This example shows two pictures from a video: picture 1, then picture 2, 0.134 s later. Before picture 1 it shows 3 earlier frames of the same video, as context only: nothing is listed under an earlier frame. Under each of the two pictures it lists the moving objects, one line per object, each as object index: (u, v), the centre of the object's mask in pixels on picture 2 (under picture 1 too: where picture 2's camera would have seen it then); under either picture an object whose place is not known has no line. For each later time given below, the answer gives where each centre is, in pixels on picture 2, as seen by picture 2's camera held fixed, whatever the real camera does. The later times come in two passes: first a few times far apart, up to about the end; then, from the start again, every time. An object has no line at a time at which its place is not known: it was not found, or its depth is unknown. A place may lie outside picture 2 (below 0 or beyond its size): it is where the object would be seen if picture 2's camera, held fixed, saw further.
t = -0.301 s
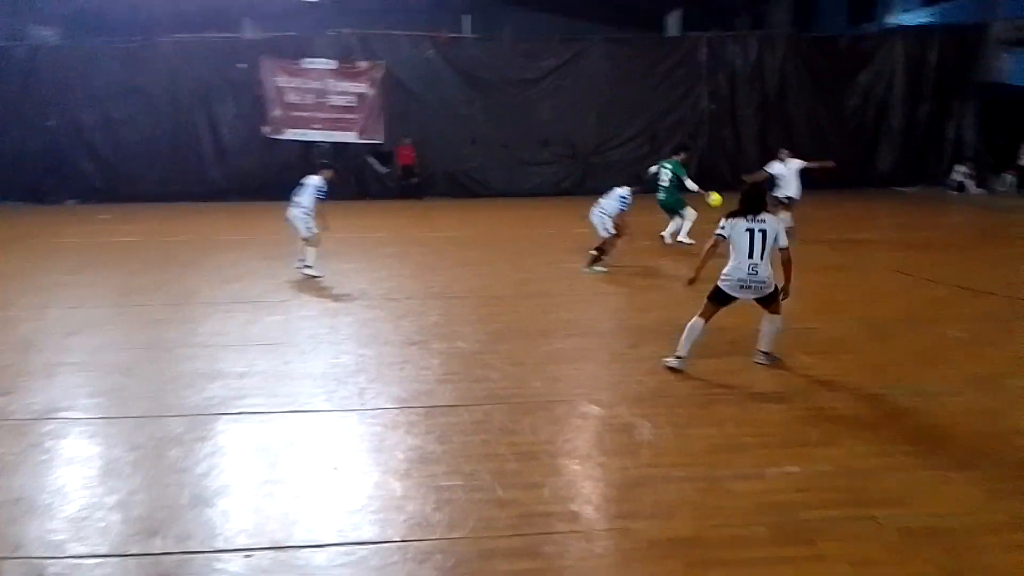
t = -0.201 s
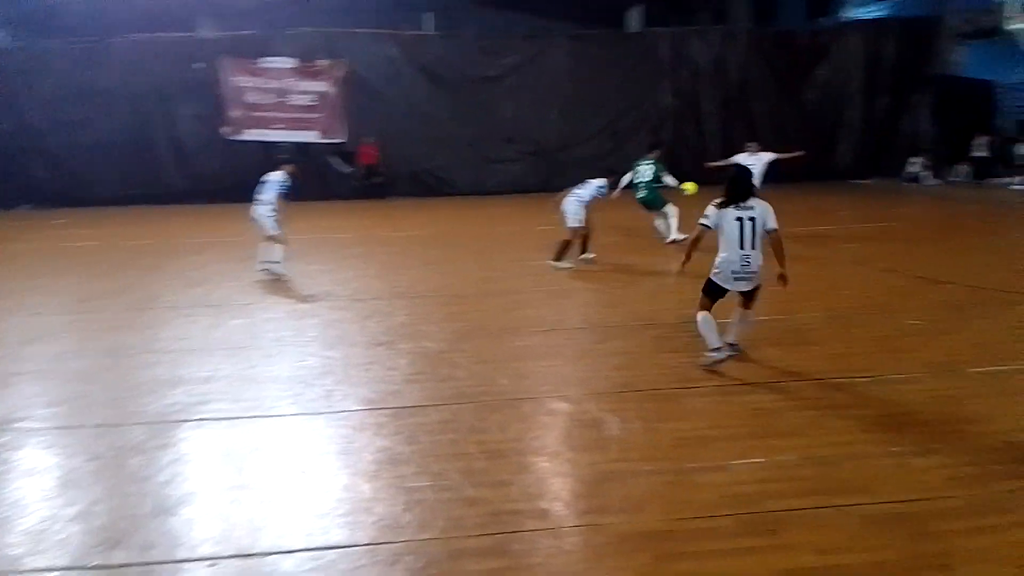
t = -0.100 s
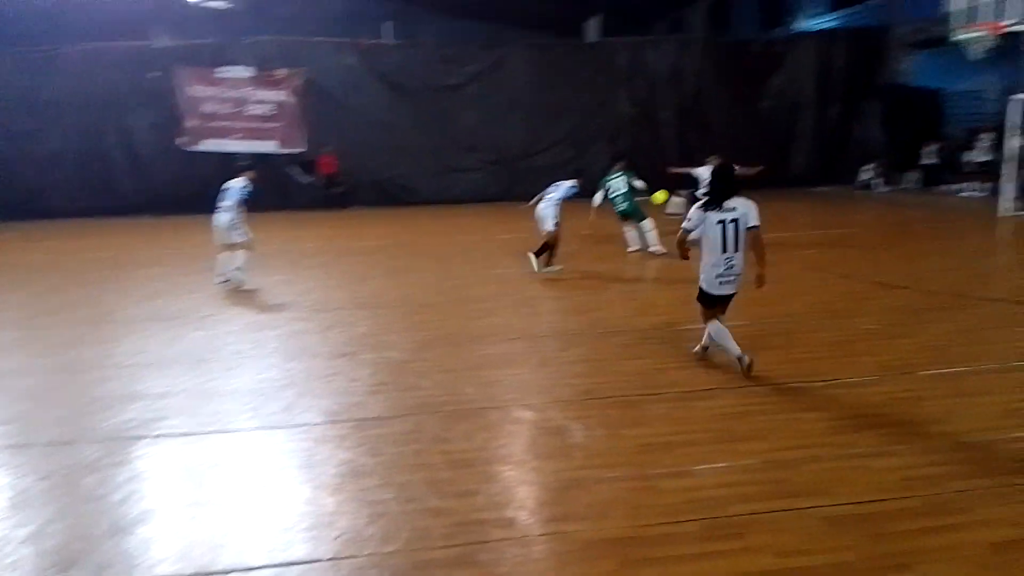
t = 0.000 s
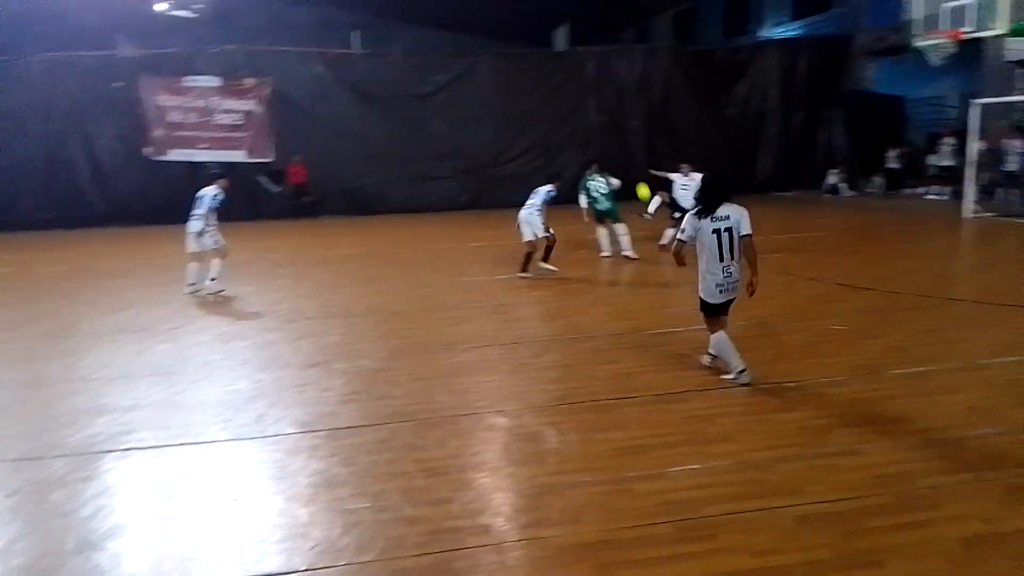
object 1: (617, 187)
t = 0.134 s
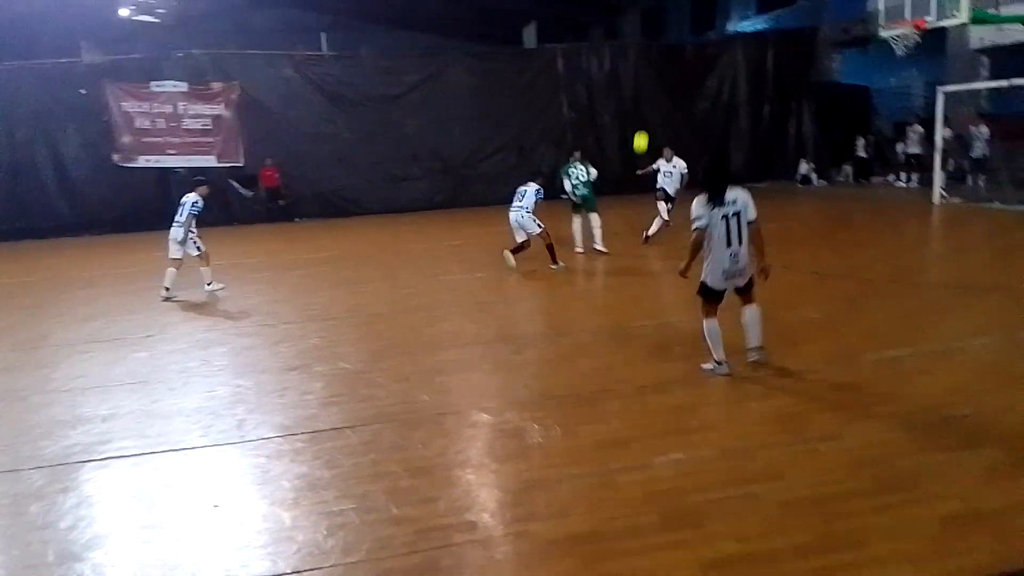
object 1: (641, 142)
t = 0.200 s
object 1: (654, 121)
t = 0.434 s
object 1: (719, 56)
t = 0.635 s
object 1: (800, 27)
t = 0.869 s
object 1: (951, 47)
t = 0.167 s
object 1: (647, 131)
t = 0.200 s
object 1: (654, 121)
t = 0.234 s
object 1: (662, 110)
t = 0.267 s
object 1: (670, 100)
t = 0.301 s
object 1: (679, 90)
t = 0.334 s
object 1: (688, 81)
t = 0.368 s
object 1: (698, 72)
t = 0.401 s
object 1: (708, 64)
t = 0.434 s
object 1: (719, 56)
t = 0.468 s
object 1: (731, 49)
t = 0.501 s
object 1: (743, 42)
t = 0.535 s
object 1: (756, 37)
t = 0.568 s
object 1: (770, 32)
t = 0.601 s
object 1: (785, 28)
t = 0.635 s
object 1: (800, 27)
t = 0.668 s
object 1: (818, 26)
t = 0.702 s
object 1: (836, 25)
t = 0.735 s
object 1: (856, 24)
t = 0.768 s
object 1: (876, 25)
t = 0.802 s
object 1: (901, 31)
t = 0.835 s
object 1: (926, 37)
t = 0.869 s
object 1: (951, 47)
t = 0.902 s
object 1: (981, 62)
